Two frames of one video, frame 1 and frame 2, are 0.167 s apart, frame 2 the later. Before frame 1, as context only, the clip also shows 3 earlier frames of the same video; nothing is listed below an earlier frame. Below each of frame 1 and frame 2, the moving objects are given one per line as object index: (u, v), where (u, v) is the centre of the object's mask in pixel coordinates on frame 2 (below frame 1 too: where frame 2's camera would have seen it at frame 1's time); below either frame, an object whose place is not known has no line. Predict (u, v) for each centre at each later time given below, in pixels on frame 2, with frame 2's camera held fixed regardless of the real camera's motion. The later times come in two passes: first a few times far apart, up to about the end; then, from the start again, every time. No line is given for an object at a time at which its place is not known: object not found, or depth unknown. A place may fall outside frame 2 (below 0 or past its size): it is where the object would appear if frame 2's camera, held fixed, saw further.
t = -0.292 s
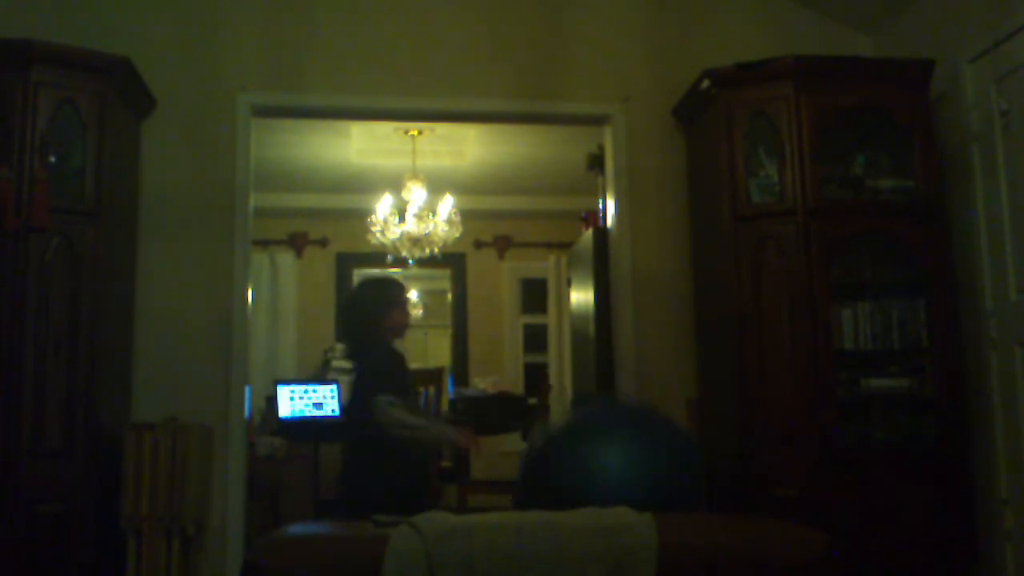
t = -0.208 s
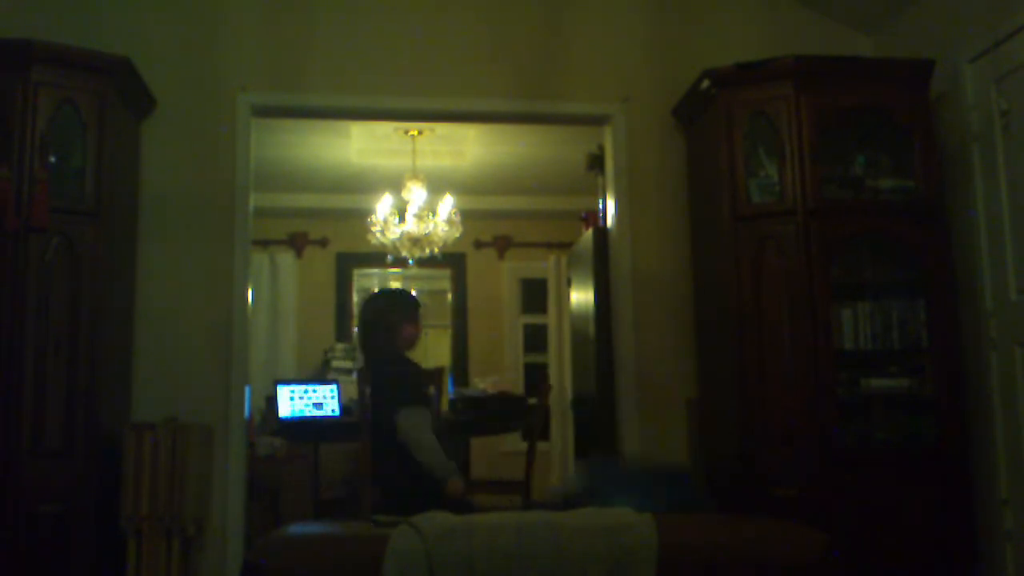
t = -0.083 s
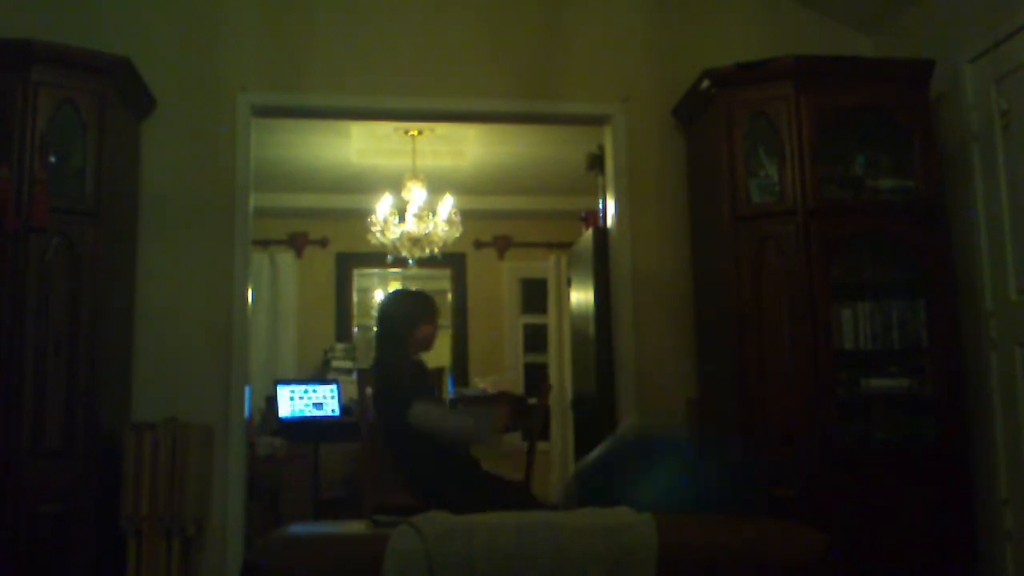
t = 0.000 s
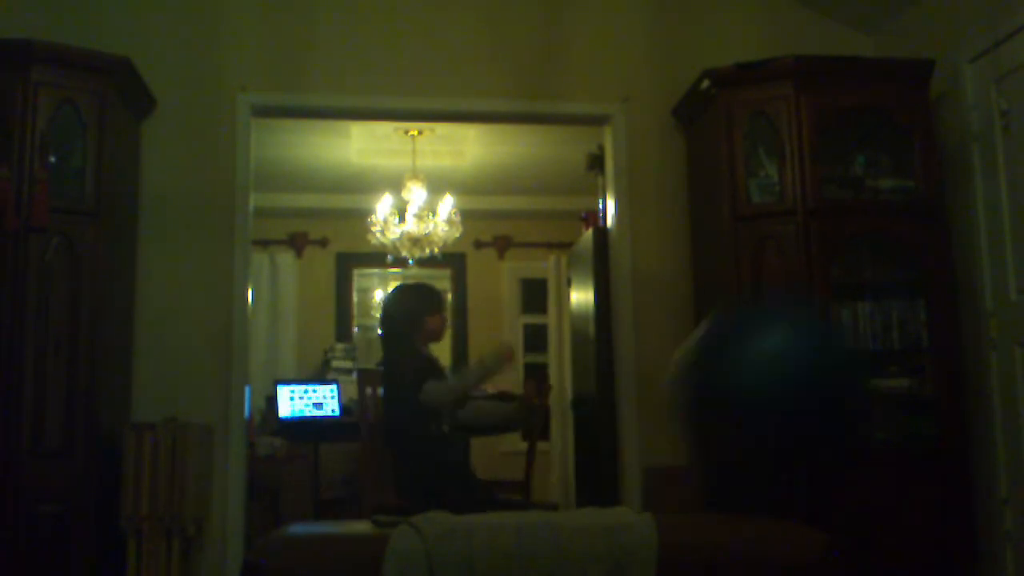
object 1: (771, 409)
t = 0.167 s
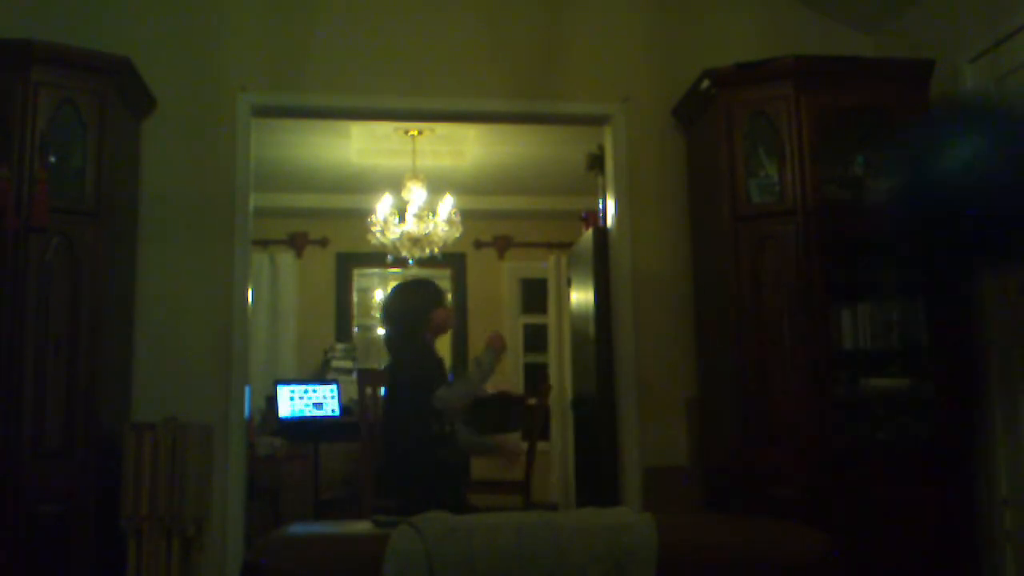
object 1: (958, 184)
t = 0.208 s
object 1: (981, 146)
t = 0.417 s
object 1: (853, 90)
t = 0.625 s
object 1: (621, 125)
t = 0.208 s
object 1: (981, 146)
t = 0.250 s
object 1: (981, 132)
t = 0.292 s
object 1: (960, 112)
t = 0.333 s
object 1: (930, 94)
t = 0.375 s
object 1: (890, 89)
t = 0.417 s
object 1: (853, 90)
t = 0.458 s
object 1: (803, 81)
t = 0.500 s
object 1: (757, 87)
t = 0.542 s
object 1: (710, 93)
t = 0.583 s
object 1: (665, 107)
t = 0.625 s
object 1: (621, 125)
